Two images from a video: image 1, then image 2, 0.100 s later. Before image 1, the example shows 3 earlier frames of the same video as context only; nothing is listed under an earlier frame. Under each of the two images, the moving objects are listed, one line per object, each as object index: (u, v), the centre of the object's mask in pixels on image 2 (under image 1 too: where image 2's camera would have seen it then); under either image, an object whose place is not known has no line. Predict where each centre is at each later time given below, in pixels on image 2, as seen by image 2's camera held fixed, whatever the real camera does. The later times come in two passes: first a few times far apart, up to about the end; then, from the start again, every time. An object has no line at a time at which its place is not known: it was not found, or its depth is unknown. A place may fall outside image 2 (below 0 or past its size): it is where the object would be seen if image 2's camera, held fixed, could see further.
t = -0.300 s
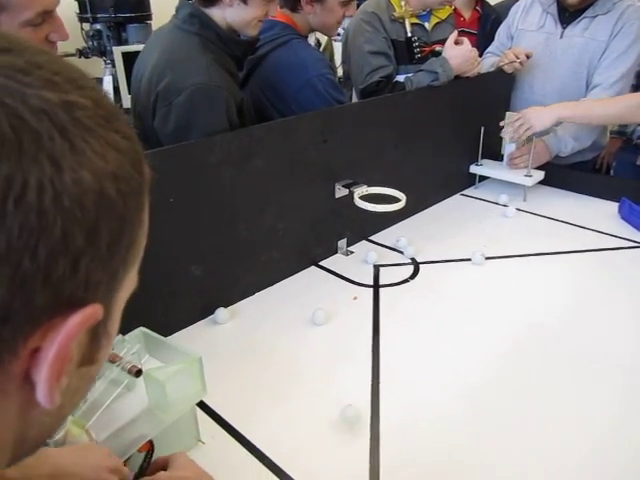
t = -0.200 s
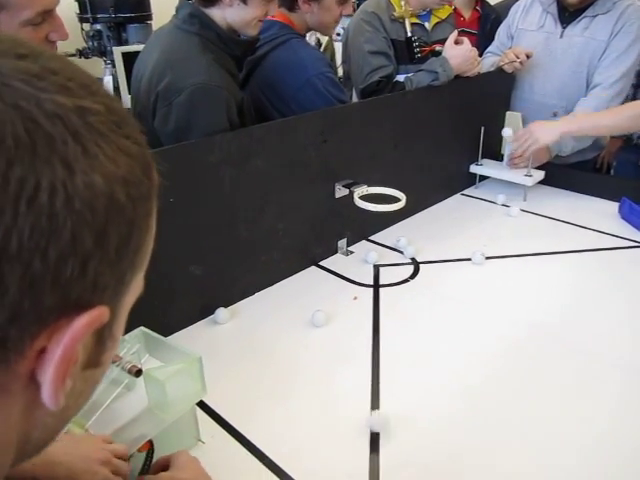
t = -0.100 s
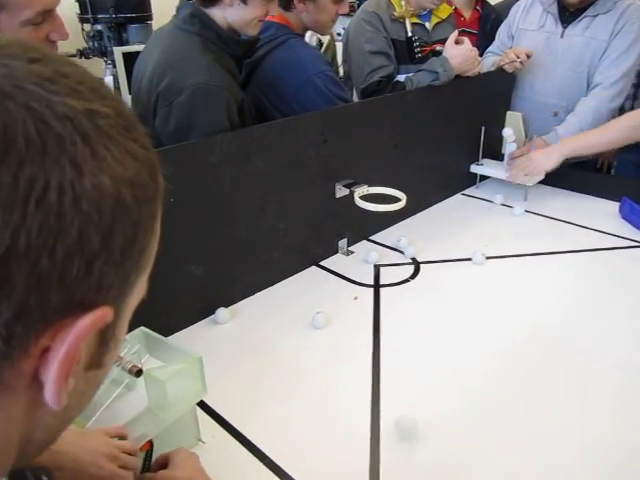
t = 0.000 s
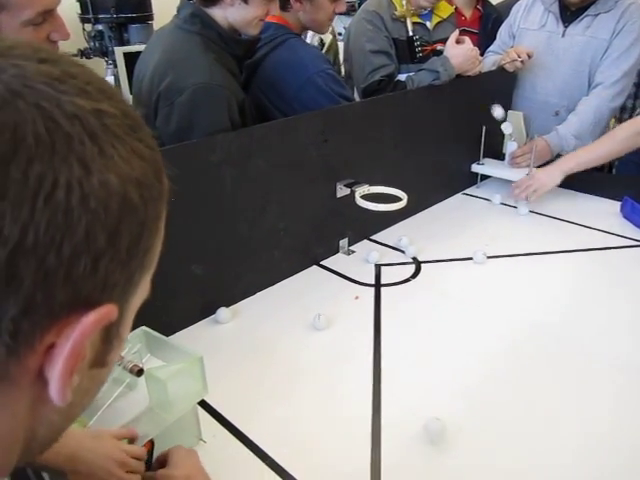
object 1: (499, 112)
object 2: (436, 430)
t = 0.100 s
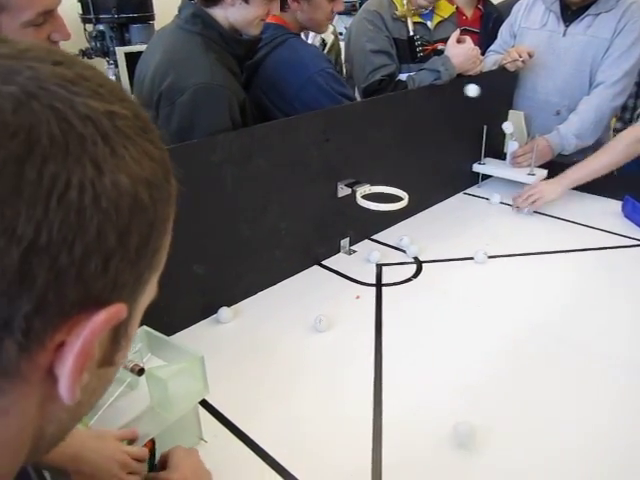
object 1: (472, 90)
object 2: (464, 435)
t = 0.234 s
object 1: (425, 110)
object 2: (499, 440)
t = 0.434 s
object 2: (554, 449)
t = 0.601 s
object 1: (291, 203)
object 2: (601, 454)
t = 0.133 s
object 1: (461, 89)
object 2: (472, 438)
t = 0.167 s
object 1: (450, 92)
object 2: (482, 437)
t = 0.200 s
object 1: (438, 99)
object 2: (489, 440)
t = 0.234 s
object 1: (425, 110)
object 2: (499, 440)
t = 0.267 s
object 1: (412, 124)
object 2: (507, 442)
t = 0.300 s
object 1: (399, 143)
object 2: (517, 443)
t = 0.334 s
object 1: (385, 166)
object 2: (526, 445)
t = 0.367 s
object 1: (370, 191)
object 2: (536, 446)
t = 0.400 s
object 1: (356, 224)
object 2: (545, 447)
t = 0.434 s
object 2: (554, 449)
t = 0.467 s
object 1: (327, 264)
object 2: (564, 449)
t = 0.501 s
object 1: (321, 246)
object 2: (572, 451)
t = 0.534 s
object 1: (312, 229)
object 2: (582, 451)
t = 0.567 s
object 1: (301, 214)
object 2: (591, 453)
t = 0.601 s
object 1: (291, 203)
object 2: (601, 454)
